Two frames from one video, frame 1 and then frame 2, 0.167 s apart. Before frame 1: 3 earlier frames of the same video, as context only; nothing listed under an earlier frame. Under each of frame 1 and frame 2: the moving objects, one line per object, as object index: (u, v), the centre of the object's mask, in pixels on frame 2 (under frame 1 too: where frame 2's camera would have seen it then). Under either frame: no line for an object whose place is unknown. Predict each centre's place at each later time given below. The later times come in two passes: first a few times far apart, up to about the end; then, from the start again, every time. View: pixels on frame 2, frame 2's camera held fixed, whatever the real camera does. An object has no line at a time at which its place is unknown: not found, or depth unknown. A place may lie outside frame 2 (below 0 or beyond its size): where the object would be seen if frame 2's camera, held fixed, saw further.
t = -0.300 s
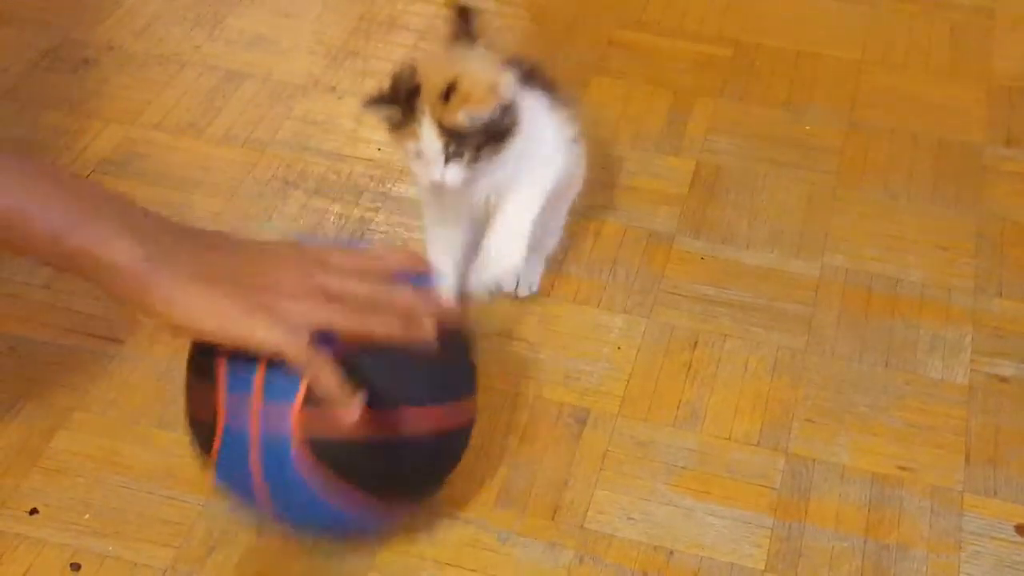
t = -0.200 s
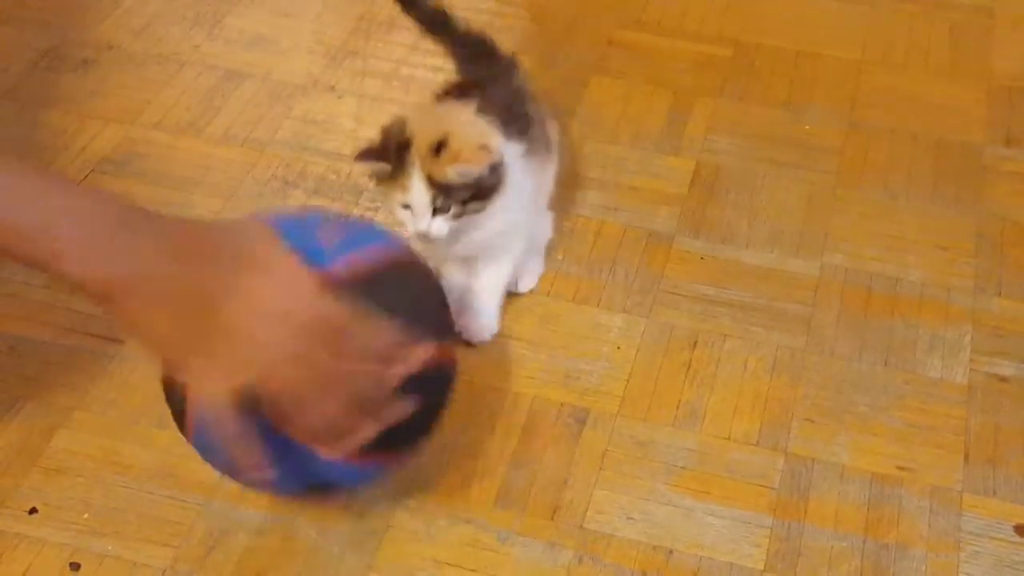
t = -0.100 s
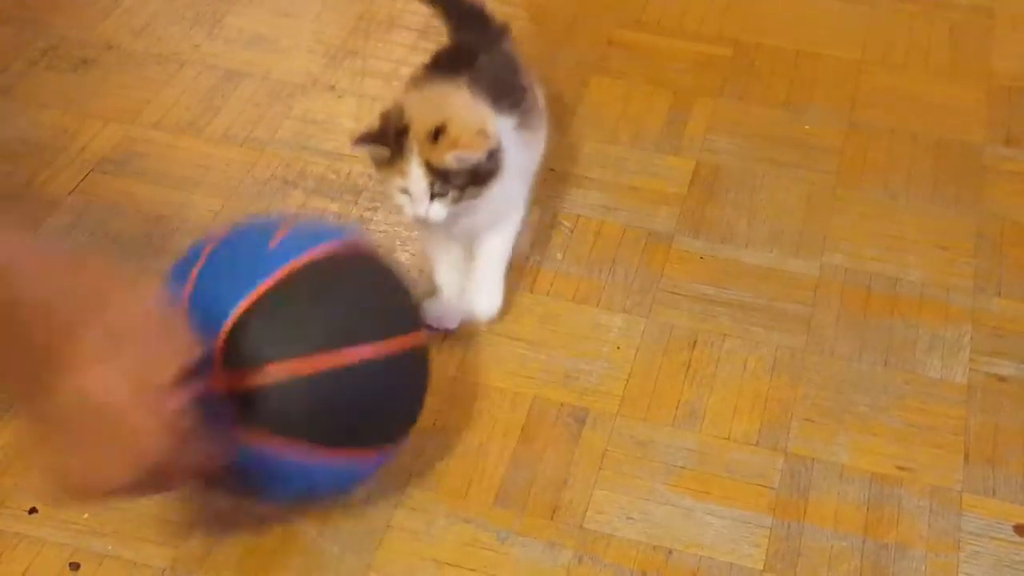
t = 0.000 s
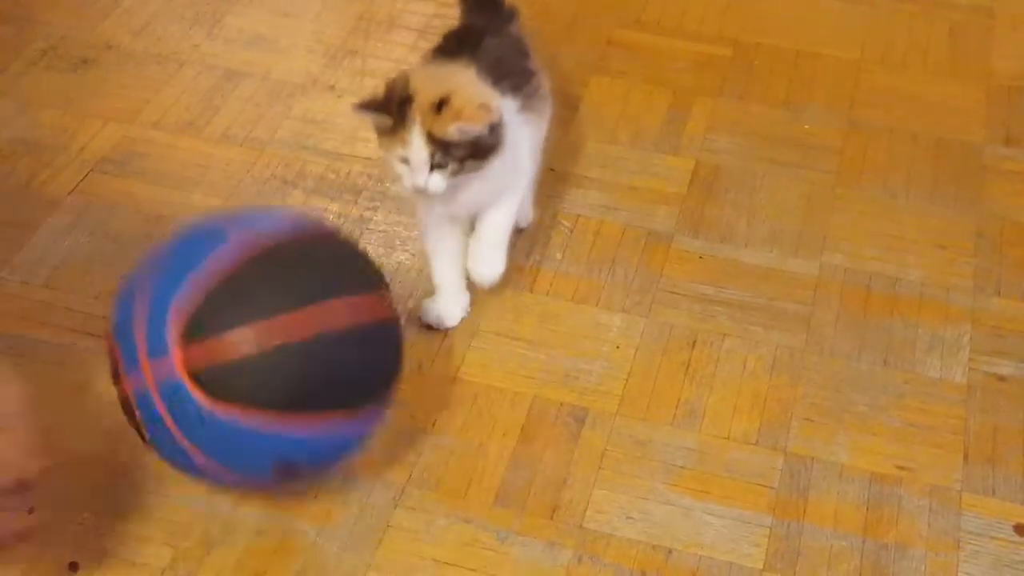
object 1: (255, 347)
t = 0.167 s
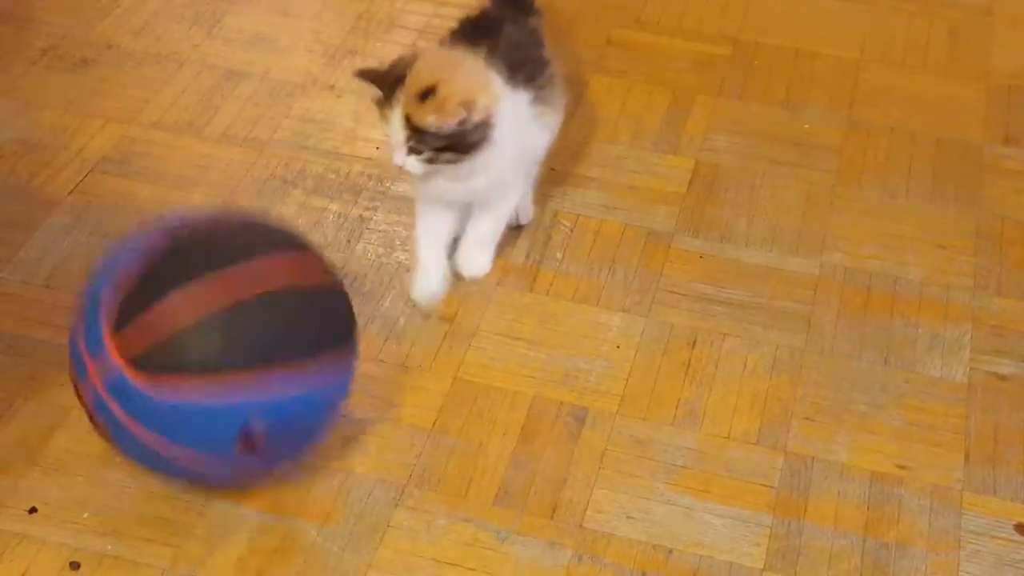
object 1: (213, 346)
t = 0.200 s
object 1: (204, 326)
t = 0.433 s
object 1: (148, 311)
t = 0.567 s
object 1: (121, 288)
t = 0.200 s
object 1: (204, 326)
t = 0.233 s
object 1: (195, 320)
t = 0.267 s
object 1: (187, 326)
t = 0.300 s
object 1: (179, 345)
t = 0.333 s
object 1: (171, 329)
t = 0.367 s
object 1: (163, 310)
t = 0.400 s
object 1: (155, 303)
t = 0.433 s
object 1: (148, 311)
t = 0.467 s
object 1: (142, 319)
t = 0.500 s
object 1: (133, 297)
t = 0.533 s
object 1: (126, 286)
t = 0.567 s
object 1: (121, 288)
